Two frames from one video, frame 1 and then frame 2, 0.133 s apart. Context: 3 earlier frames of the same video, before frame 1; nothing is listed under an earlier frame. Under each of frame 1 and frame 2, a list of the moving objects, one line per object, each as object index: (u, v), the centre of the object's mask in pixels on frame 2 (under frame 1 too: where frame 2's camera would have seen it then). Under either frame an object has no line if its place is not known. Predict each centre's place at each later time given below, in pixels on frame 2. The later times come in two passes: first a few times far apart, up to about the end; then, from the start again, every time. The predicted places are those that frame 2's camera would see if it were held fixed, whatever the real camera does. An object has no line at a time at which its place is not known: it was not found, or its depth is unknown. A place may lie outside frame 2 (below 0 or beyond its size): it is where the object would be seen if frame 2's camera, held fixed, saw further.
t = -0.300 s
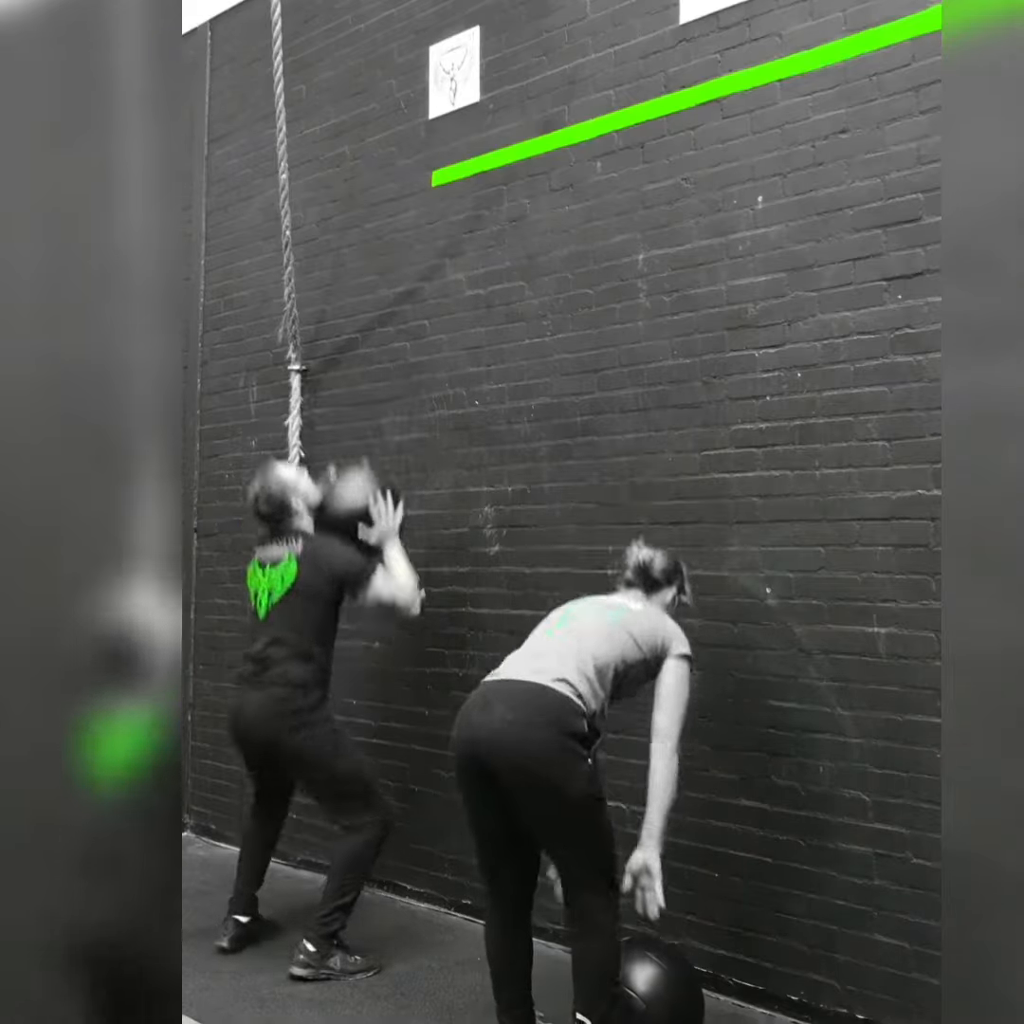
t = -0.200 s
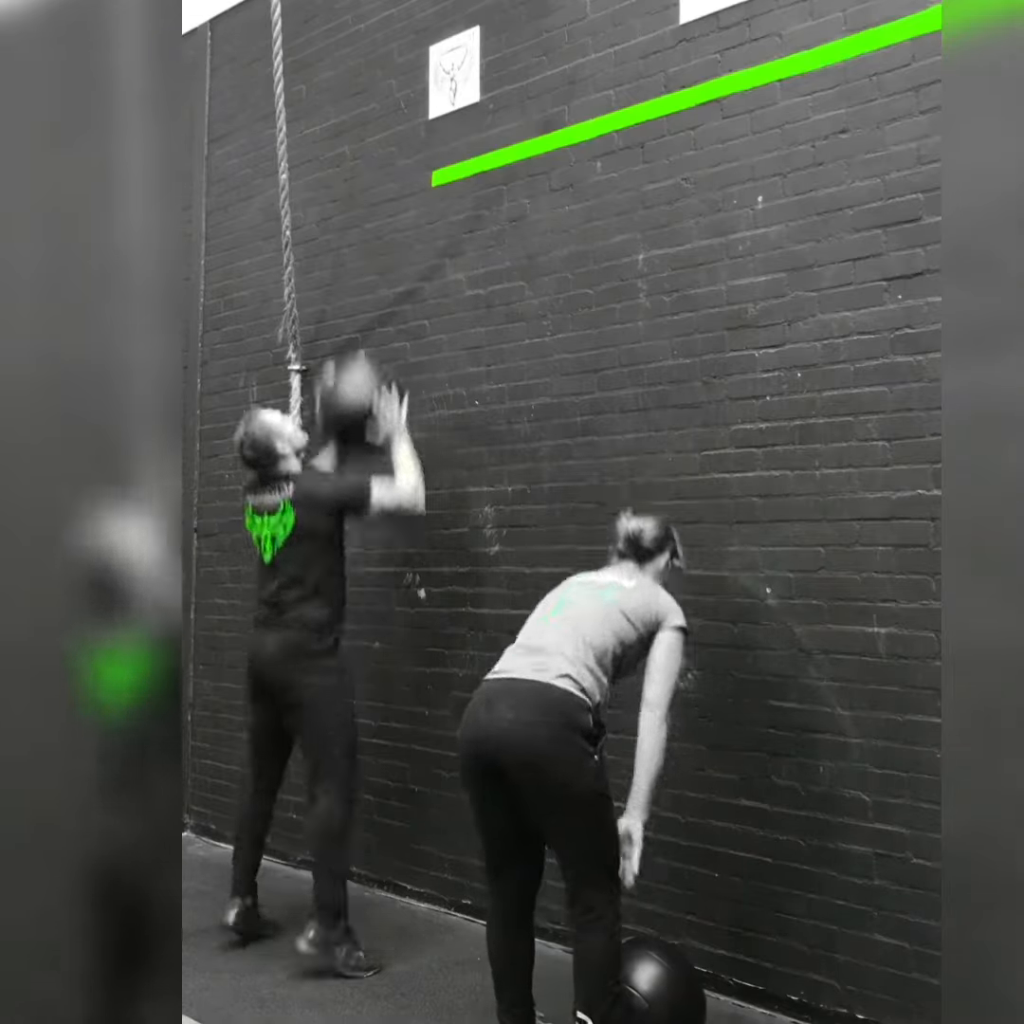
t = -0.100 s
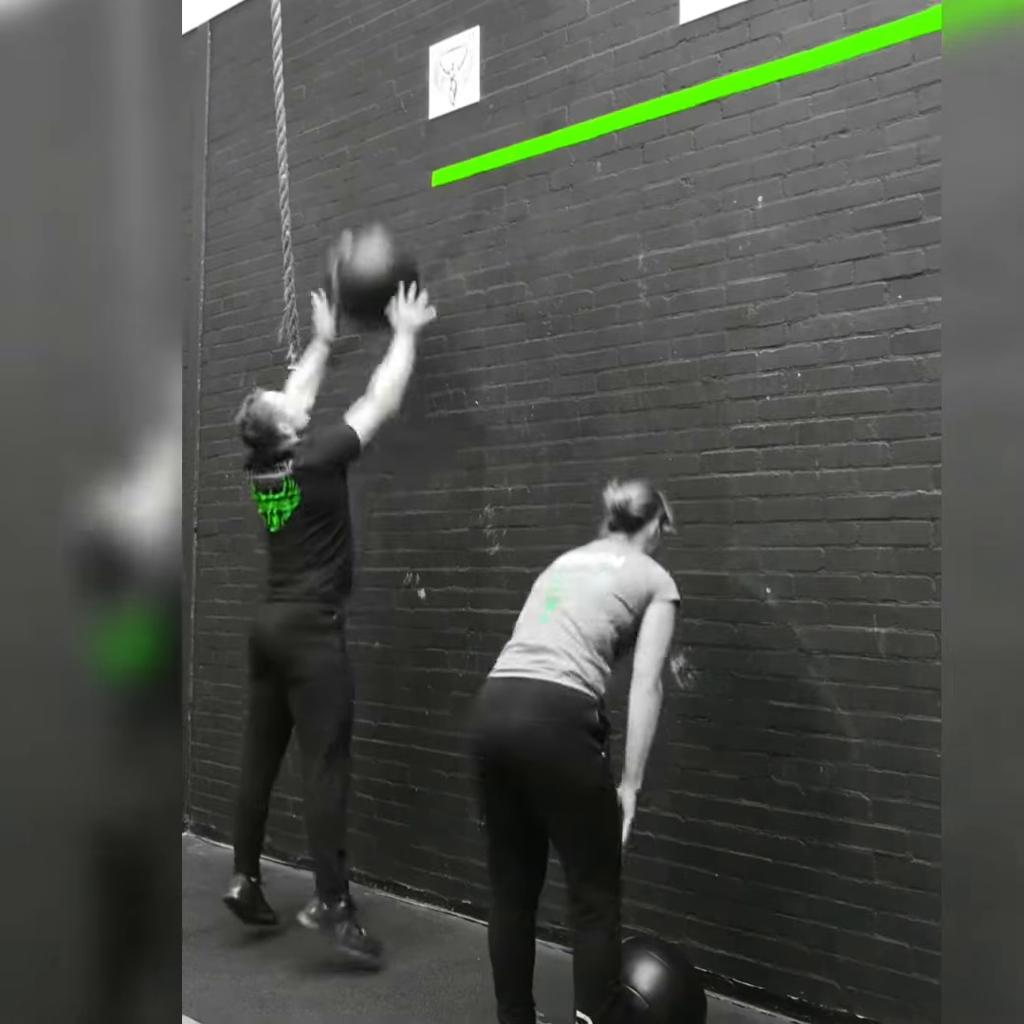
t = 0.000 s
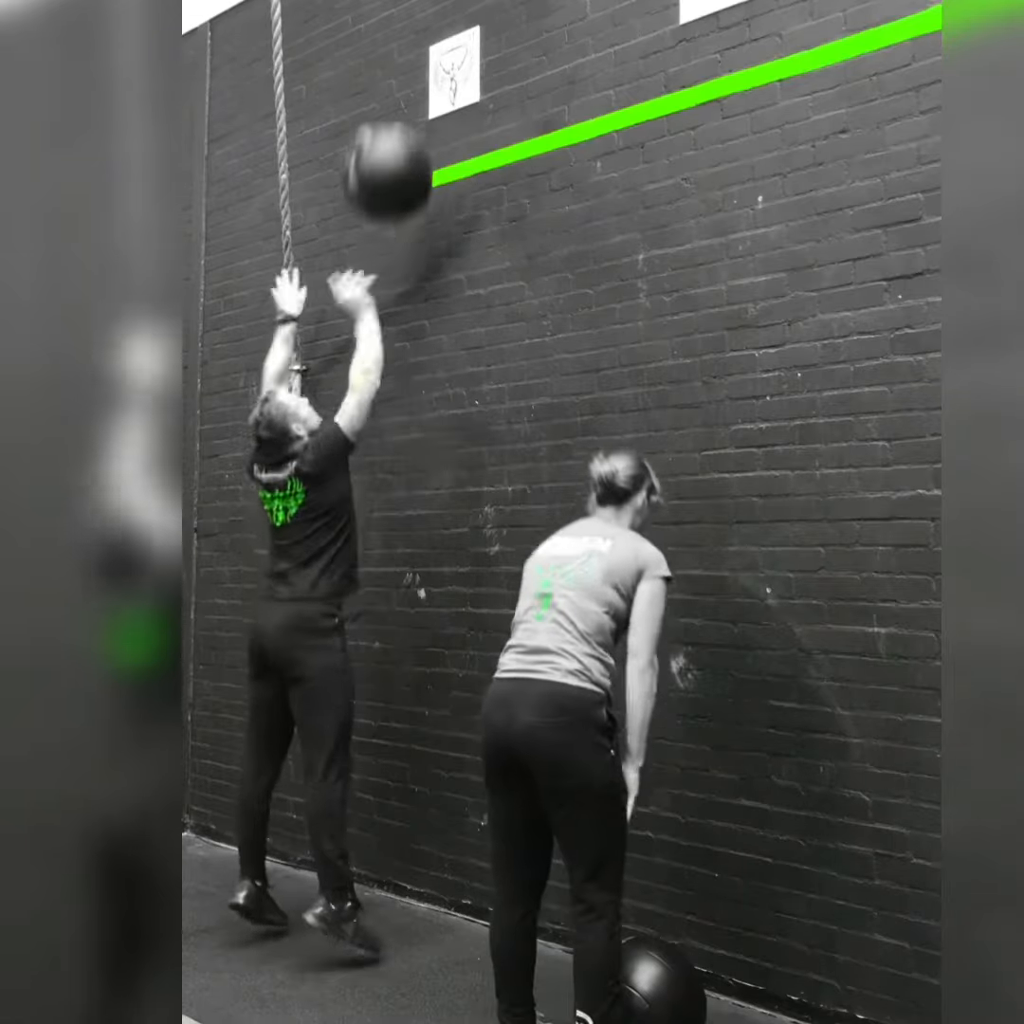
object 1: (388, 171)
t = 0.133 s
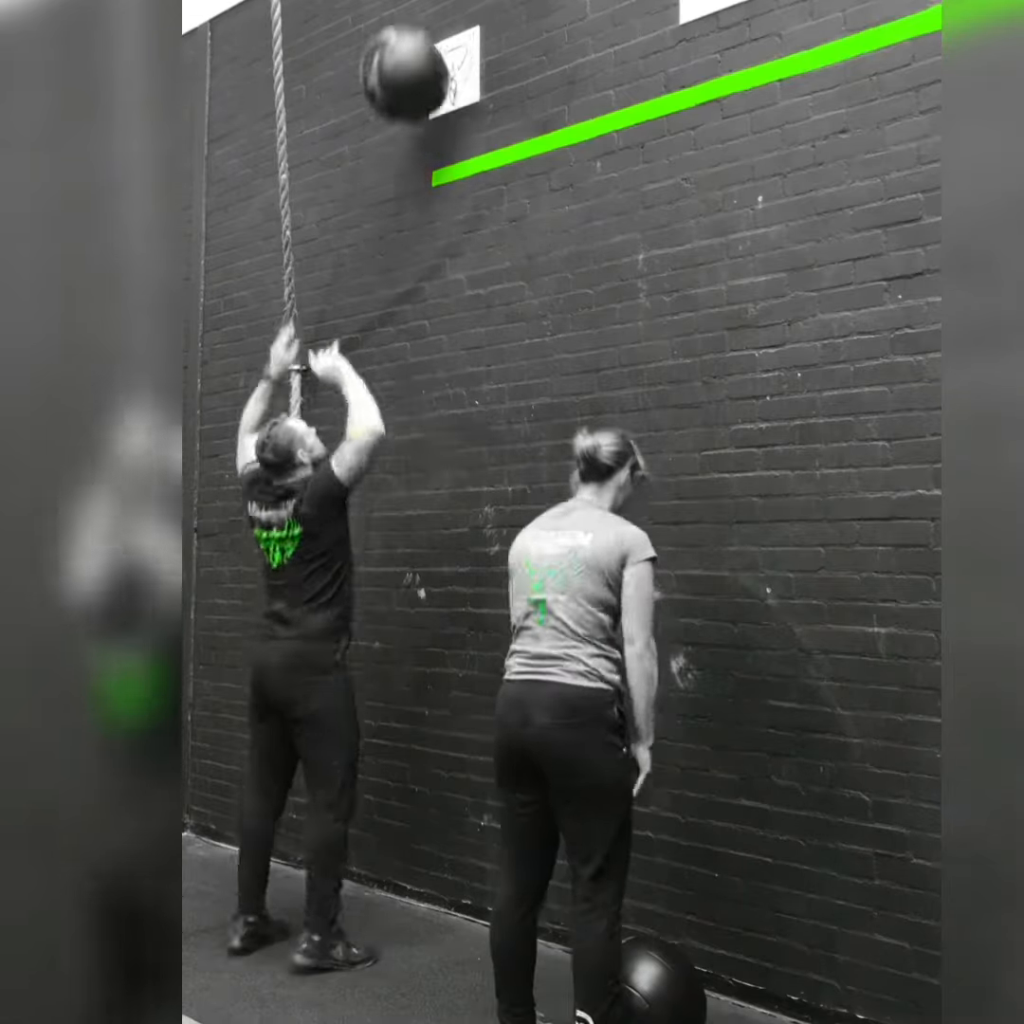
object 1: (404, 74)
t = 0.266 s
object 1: (422, 32)
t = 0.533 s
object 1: (415, 41)
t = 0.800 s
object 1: (400, 229)
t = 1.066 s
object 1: (379, 623)
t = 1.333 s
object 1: (374, 860)
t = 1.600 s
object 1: (373, 905)
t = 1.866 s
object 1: (372, 902)
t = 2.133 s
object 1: (373, 902)
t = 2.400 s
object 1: (373, 902)
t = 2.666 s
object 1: (372, 902)
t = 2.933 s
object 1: (371, 902)
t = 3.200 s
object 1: (372, 902)
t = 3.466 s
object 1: (373, 902)
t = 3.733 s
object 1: (373, 902)
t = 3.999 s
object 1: (374, 902)
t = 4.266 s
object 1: (374, 902)
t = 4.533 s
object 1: (377, 903)
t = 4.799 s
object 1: (387, 903)
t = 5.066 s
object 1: (386, 903)
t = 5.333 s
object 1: (386, 902)
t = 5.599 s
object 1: (386, 902)
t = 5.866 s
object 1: (386, 903)
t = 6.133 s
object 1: (386, 902)
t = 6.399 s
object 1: (386, 902)
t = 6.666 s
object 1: (386, 902)
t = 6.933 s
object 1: (386, 902)
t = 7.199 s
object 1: (386, 902)
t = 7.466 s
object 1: (386, 902)
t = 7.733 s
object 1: (386, 902)
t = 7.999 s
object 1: (386, 903)
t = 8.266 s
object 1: (380, 900)
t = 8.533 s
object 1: (369, 902)
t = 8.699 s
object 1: (367, 902)
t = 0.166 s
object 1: (408, 56)
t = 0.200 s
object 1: (412, 43)
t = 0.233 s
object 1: (417, 36)
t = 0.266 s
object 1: (422, 32)
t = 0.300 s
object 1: (424, 29)
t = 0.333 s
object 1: (426, 28)
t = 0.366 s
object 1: (425, 27)
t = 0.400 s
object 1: (421, 26)
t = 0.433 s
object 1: (419, 27)
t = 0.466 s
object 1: (419, 30)
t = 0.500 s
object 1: (416, 35)
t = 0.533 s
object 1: (415, 41)
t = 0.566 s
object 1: (413, 53)
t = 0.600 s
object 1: (410, 70)
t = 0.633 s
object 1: (408, 90)
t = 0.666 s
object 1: (406, 112)
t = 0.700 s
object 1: (404, 138)
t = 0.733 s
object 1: (403, 164)
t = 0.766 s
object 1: (401, 196)
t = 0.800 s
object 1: (400, 229)
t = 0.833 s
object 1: (398, 268)
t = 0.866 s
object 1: (395, 309)
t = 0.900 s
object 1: (393, 353)
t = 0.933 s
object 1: (390, 399)
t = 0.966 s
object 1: (386, 451)
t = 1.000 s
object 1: (384, 503)
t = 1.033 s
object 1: (380, 563)
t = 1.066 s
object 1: (379, 623)
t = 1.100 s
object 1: (376, 694)
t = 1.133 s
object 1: (372, 764)
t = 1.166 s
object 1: (369, 835)
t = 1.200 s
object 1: (367, 907)
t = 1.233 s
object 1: (368, 898)
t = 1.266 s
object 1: (370, 883)
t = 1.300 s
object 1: (371, 869)
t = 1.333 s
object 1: (374, 860)
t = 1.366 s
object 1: (375, 855)
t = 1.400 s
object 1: (377, 853)
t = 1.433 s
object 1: (378, 854)
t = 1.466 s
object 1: (377, 859)
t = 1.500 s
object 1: (377, 867)
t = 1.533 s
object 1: (375, 881)
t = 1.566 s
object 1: (374, 893)
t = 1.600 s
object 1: (373, 905)
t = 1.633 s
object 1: (373, 903)
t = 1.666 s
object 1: (372, 899)
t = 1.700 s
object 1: (372, 899)
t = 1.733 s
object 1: (372, 900)
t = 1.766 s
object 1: (372, 902)
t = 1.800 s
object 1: (372, 903)
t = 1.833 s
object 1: (372, 902)
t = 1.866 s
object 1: (372, 902)
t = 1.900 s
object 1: (372, 902)
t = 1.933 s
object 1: (372, 902)
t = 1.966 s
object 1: (373, 902)
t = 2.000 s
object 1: (373, 902)
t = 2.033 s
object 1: (373, 903)
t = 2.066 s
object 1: (374, 902)
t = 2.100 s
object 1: (373, 902)
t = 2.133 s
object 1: (373, 902)
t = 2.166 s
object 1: (373, 902)
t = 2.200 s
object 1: (373, 902)
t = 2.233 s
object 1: (373, 902)
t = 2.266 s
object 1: (373, 902)
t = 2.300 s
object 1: (373, 902)
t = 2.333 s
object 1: (373, 902)
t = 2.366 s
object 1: (373, 902)
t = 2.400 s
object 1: (373, 902)
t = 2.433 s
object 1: (373, 902)
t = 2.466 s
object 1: (373, 902)
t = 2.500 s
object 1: (373, 902)
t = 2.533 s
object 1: (373, 902)
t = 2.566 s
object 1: (373, 902)
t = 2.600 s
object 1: (373, 902)
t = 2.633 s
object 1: (372, 902)
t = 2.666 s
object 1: (372, 902)
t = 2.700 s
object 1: (372, 902)
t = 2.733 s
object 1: (372, 902)
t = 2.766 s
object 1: (372, 902)
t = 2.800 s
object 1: (372, 902)
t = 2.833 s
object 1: (372, 902)
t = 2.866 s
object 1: (372, 902)
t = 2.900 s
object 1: (371, 902)
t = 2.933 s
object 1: (371, 902)
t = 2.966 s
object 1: (371, 902)
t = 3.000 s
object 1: (371, 902)
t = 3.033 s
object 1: (371, 902)
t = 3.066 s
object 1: (371, 902)
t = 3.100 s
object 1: (371, 902)
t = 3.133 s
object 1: (371, 902)
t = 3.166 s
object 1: (371, 902)
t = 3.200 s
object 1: (372, 902)
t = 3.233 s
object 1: (372, 902)
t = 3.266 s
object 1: (372, 902)
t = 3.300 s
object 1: (372, 902)
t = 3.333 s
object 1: (372, 902)
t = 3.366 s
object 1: (373, 902)
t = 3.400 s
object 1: (373, 902)
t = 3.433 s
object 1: (373, 902)
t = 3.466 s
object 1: (373, 902)
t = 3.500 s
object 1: (373, 903)
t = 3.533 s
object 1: (373, 902)
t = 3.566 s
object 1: (373, 902)
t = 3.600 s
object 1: (373, 902)
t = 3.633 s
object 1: (373, 902)
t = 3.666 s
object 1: (373, 902)
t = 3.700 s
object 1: (373, 902)
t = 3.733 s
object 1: (373, 902)
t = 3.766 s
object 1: (373, 902)
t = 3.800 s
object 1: (373, 903)
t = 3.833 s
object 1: (373, 902)
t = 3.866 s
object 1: (373, 902)
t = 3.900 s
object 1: (373, 902)
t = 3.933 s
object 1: (374, 903)
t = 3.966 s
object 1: (374, 902)
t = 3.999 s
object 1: (374, 902)
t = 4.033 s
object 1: (374, 902)
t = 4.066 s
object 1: (374, 902)
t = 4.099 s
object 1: (374, 902)
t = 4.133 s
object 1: (374, 902)
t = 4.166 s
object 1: (374, 902)
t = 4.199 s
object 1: (374, 902)
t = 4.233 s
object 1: (374, 902)
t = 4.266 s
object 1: (374, 902)
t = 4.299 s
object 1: (374, 902)
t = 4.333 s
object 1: (374, 902)
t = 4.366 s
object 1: (374, 902)
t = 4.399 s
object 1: (374, 902)
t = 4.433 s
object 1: (375, 902)
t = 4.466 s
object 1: (376, 902)
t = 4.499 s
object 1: (376, 902)
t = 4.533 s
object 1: (377, 903)
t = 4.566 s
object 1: (379, 901)
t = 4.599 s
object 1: (380, 902)
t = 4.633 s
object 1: (381, 902)
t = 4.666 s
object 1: (383, 902)
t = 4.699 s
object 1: (384, 902)
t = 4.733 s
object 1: (385, 903)
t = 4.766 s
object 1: (386, 903)
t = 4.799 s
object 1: (387, 903)
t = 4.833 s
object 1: (386, 903)
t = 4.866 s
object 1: (386, 903)
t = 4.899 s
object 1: (386, 903)
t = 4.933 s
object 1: (386, 903)
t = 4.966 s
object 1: (386, 903)
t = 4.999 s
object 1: (386, 903)
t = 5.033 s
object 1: (386, 903)
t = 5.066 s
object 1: (386, 903)
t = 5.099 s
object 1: (386, 903)
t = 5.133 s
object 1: (386, 903)
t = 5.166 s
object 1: (386, 903)
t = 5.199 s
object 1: (386, 903)
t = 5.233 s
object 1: (386, 903)
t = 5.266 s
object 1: (386, 902)
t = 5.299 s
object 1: (386, 902)
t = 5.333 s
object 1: (386, 902)
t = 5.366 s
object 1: (386, 902)
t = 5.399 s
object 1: (386, 902)
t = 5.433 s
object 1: (386, 903)
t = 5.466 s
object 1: (386, 902)
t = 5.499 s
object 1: (386, 902)
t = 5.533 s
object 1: (386, 902)
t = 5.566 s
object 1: (386, 902)
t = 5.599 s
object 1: (386, 902)
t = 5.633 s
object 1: (386, 902)
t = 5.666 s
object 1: (386, 902)
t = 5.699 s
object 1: (386, 903)
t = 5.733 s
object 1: (386, 903)
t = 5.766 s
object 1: (386, 902)
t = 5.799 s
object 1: (386, 902)
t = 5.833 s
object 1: (386, 902)
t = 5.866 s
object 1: (386, 903)
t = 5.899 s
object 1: (386, 903)
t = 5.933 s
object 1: (386, 903)
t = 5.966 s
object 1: (386, 902)
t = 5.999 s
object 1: (386, 902)
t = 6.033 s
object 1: (386, 902)
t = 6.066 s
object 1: (386, 902)
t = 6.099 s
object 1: (386, 902)
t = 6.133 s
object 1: (386, 902)
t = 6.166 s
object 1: (386, 902)
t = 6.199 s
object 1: (386, 902)
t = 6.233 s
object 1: (386, 902)
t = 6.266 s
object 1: (386, 902)
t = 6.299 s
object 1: (386, 902)
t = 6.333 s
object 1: (386, 902)
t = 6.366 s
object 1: (386, 902)
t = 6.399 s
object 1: (386, 902)
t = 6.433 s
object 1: (386, 902)
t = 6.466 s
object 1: (386, 902)
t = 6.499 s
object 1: (386, 902)
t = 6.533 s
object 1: (386, 902)
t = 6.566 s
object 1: (386, 902)
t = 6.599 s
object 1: (386, 902)
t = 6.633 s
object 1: (386, 902)
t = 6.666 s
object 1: (386, 902)
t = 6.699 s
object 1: (386, 902)
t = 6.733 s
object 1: (386, 902)
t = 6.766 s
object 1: (386, 902)
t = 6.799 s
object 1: (386, 902)
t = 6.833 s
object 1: (386, 902)
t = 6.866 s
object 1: (386, 902)
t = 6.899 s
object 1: (386, 902)
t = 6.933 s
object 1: (386, 902)
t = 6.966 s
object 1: (386, 902)
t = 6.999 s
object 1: (386, 902)
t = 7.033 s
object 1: (386, 902)
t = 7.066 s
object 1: (386, 902)
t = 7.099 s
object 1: (386, 902)
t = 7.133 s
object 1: (386, 902)
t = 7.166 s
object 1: (386, 902)
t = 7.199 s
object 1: (386, 902)
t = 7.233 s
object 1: (386, 902)
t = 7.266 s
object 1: (386, 902)
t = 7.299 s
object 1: (386, 902)
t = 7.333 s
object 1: (386, 902)
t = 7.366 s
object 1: (386, 902)
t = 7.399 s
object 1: (386, 902)
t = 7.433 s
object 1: (386, 902)
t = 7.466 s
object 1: (386, 902)
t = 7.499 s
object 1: (386, 902)
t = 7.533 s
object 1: (386, 902)
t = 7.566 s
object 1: (386, 902)
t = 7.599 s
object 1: (386, 902)
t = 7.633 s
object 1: (386, 902)
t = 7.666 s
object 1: (386, 902)
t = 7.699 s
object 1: (386, 902)
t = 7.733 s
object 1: (386, 902)
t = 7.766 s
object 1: (386, 902)
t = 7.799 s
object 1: (386, 902)
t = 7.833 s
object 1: (386, 902)
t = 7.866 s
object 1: (386, 902)
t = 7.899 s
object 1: (386, 902)
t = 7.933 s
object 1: (386, 902)
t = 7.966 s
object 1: (387, 902)
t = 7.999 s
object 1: (386, 903)
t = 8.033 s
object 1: (386, 902)
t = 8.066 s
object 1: (386, 902)
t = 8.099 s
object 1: (386, 902)
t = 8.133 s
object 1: (386, 903)
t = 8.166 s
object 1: (385, 902)
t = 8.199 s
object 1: (384, 901)
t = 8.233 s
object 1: (382, 902)
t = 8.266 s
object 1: (380, 900)
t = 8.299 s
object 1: (378, 901)
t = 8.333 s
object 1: (376, 901)
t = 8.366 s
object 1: (374, 902)
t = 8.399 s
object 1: (372, 902)
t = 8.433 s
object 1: (370, 903)
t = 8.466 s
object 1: (371, 902)
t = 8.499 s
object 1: (370, 902)
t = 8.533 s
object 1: (369, 902)
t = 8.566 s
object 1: (369, 902)
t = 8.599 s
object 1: (368, 902)
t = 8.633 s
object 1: (368, 902)
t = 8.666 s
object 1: (368, 902)
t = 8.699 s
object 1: (367, 902)
